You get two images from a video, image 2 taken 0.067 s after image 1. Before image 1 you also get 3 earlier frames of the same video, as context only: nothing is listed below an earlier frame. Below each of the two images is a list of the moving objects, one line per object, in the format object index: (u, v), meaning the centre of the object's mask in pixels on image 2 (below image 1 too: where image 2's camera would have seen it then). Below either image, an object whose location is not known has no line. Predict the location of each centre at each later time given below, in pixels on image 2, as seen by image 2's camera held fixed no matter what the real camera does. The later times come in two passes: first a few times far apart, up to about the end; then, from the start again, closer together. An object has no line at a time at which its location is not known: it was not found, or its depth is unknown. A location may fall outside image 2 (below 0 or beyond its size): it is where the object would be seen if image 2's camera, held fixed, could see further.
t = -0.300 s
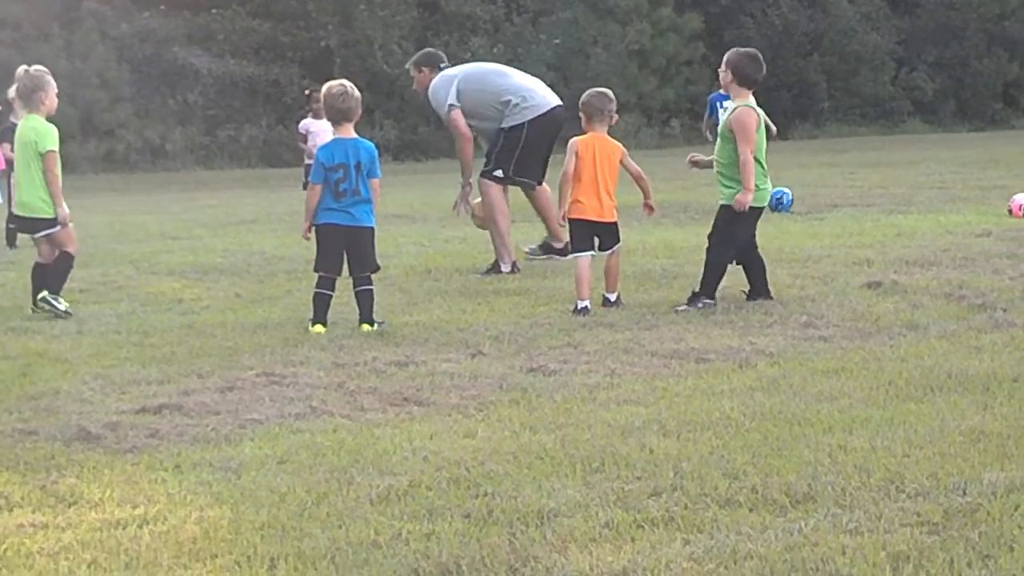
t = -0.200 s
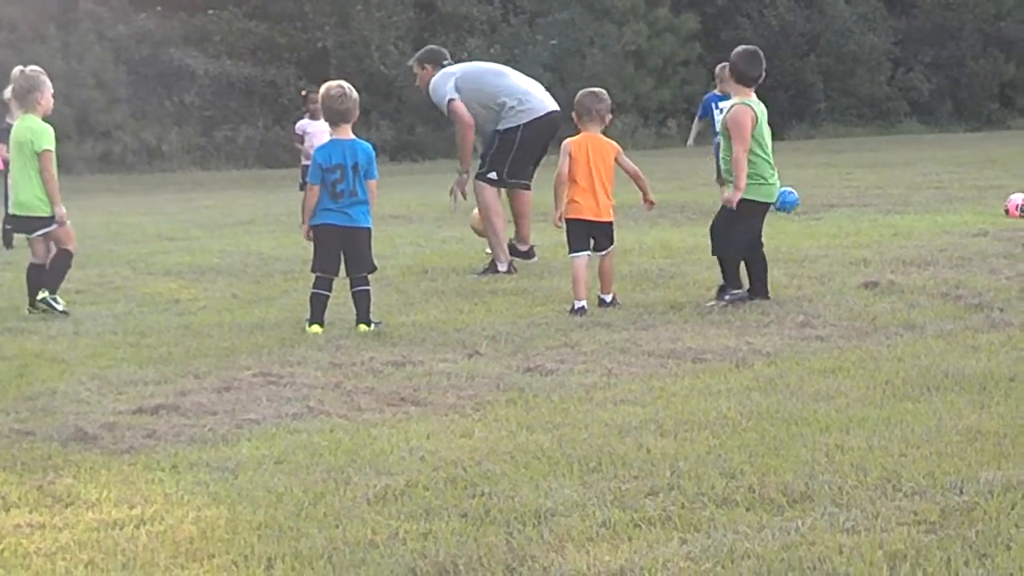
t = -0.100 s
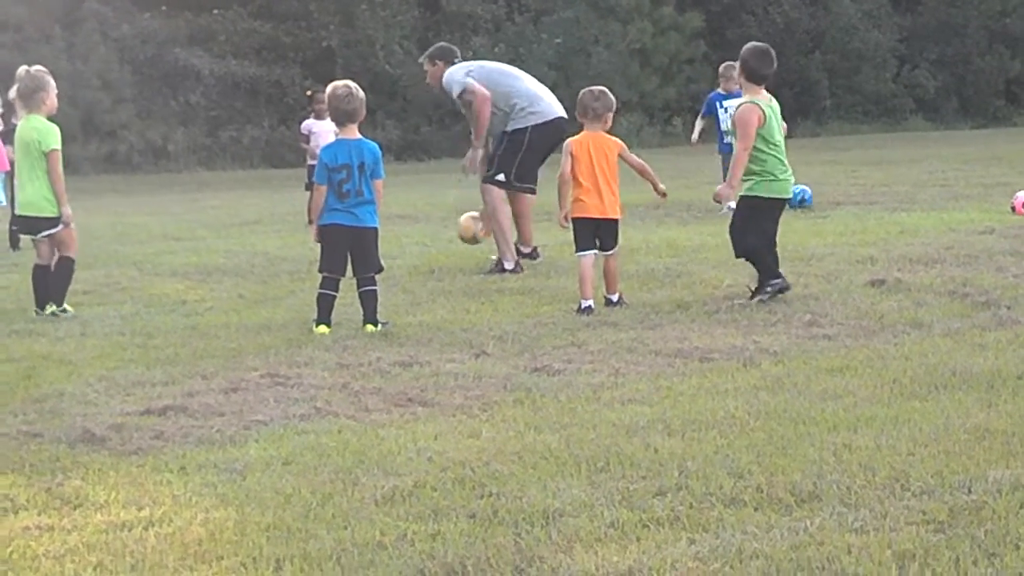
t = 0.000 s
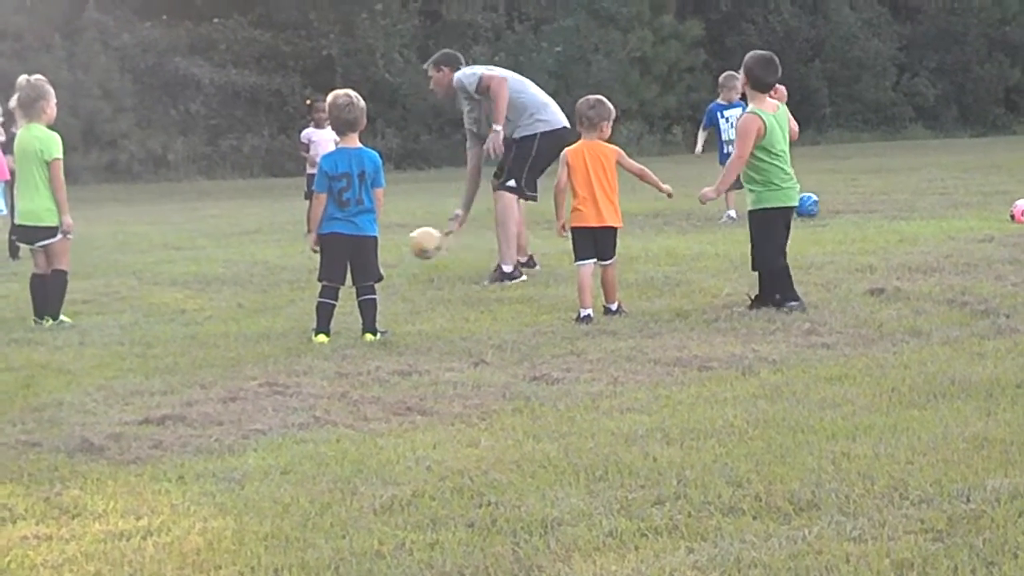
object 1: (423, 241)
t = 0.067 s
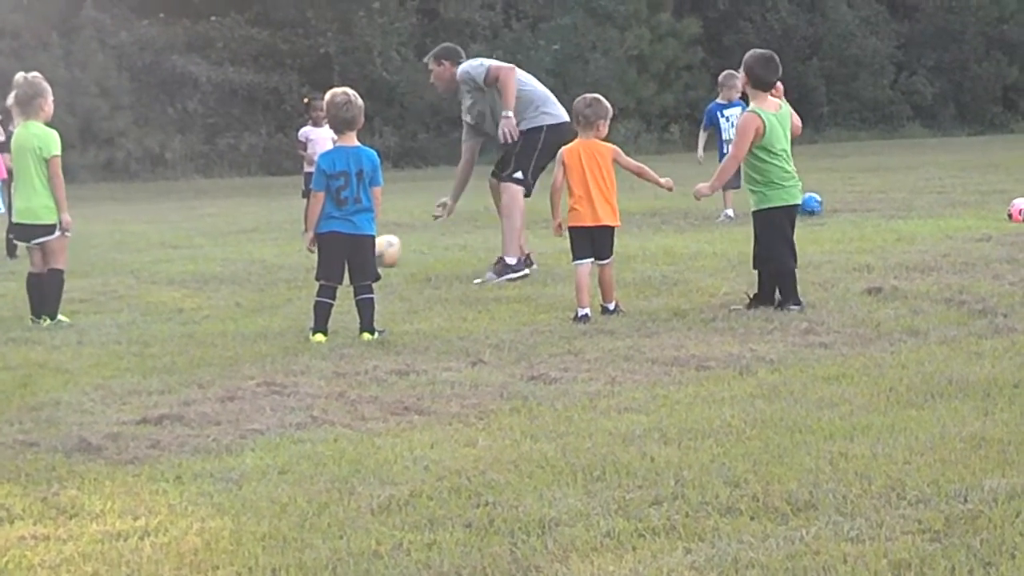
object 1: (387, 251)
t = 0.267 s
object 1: (302, 247)
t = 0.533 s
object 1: (227, 245)
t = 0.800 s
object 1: (163, 243)
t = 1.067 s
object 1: (112, 244)
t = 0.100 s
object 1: (379, 252)
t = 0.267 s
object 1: (302, 247)
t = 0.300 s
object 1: (295, 247)
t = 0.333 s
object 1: (284, 247)
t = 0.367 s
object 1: (274, 247)
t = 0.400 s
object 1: (264, 245)
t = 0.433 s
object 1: (255, 244)
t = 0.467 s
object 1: (244, 244)
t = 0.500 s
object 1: (236, 245)
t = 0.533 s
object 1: (227, 245)
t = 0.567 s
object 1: (218, 244)
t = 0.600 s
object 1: (210, 245)
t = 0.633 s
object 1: (202, 244)
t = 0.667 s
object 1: (193, 244)
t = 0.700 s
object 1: (186, 244)
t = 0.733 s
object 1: (177, 243)
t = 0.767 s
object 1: (170, 243)
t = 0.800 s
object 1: (163, 243)
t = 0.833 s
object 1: (156, 243)
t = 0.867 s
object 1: (149, 244)
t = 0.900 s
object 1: (143, 245)
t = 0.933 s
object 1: (136, 245)
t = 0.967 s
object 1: (130, 243)
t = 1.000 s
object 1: (124, 244)
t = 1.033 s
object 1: (118, 245)
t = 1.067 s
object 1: (112, 244)
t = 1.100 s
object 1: (106, 244)
